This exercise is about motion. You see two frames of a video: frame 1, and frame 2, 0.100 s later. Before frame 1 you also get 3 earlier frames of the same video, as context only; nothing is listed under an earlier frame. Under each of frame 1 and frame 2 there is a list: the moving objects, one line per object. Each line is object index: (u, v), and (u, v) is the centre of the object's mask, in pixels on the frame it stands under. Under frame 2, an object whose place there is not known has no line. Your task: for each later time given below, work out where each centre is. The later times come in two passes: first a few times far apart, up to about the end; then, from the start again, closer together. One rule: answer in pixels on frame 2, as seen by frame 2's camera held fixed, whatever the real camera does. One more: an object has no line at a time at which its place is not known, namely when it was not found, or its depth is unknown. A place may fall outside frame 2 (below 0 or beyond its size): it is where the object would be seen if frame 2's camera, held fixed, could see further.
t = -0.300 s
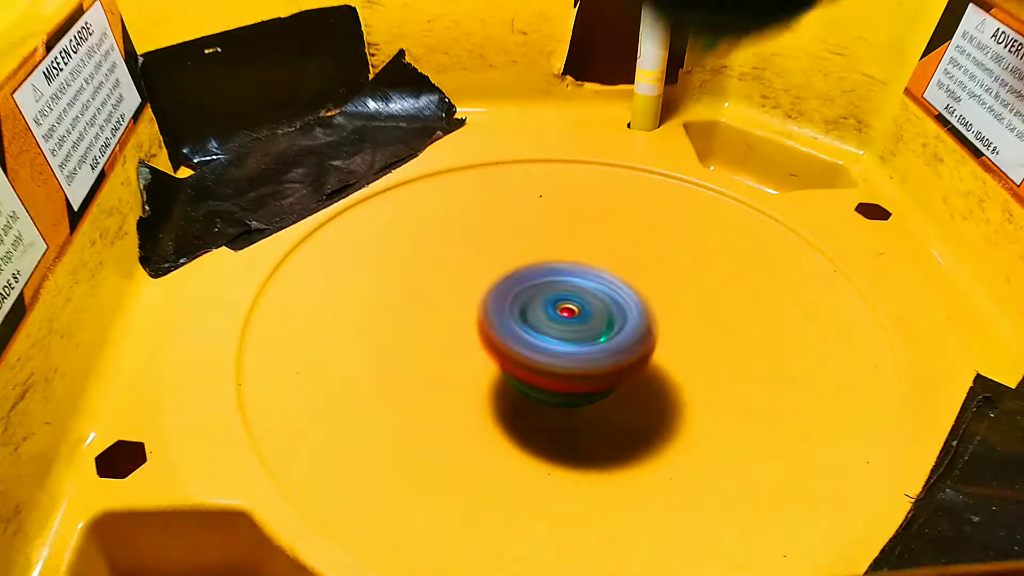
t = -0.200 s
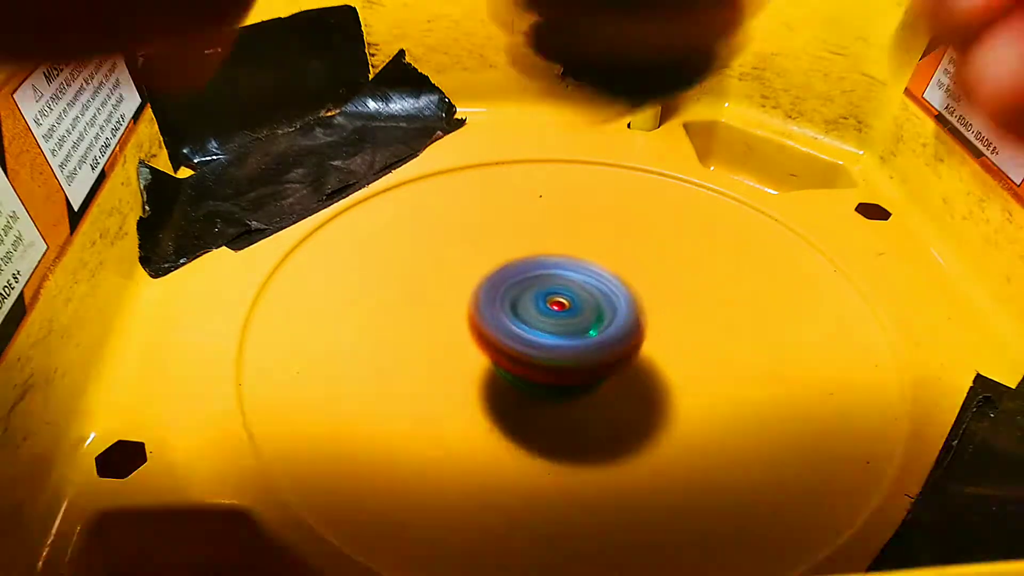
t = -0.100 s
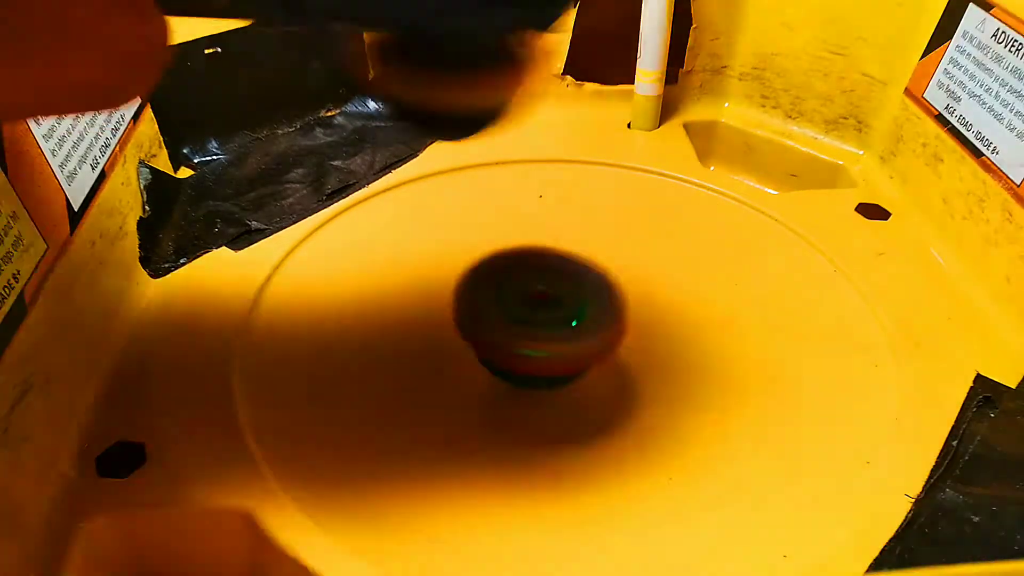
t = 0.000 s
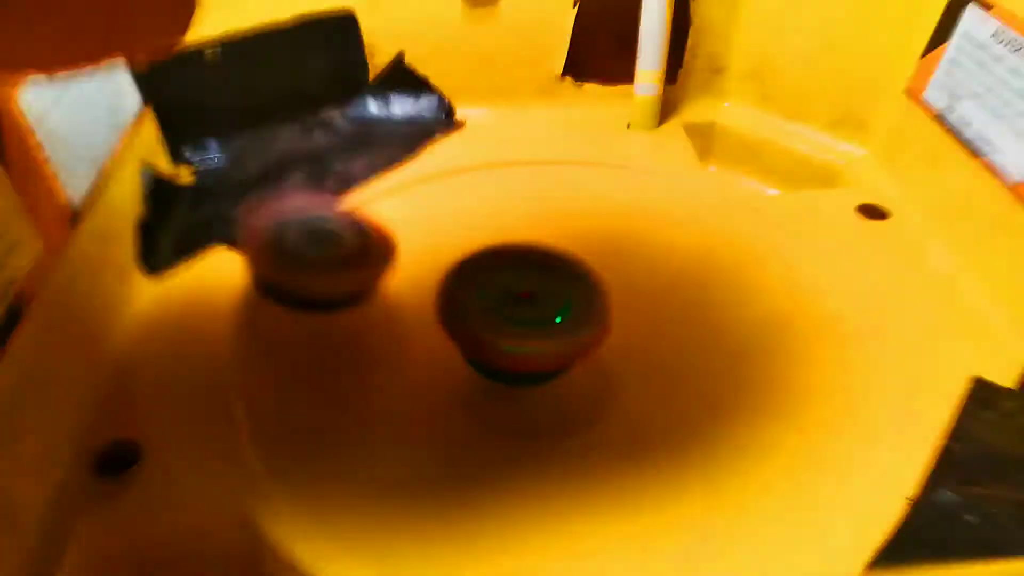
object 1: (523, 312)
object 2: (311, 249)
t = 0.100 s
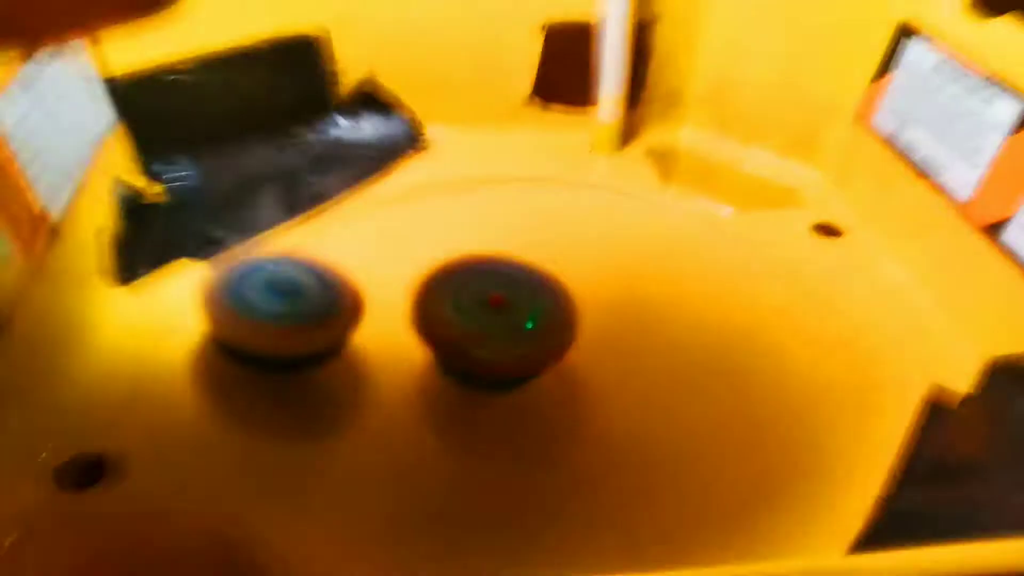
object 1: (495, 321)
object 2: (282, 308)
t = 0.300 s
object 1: (612, 302)
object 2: (340, 377)
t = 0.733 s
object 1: (687, 294)
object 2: (406, 253)
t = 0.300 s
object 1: (612, 302)
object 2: (340, 377)
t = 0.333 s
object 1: (629, 297)
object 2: (362, 376)
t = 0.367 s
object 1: (639, 293)
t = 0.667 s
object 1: (714, 285)
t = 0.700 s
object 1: (703, 290)
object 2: (418, 257)
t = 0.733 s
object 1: (687, 294)
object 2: (406, 253)
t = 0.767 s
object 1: (665, 300)
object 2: (395, 252)
